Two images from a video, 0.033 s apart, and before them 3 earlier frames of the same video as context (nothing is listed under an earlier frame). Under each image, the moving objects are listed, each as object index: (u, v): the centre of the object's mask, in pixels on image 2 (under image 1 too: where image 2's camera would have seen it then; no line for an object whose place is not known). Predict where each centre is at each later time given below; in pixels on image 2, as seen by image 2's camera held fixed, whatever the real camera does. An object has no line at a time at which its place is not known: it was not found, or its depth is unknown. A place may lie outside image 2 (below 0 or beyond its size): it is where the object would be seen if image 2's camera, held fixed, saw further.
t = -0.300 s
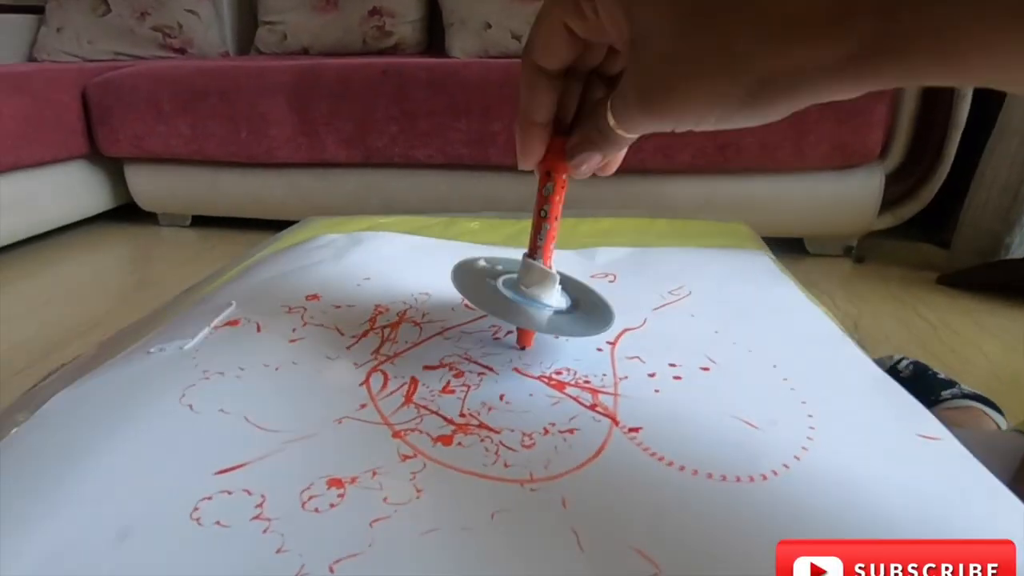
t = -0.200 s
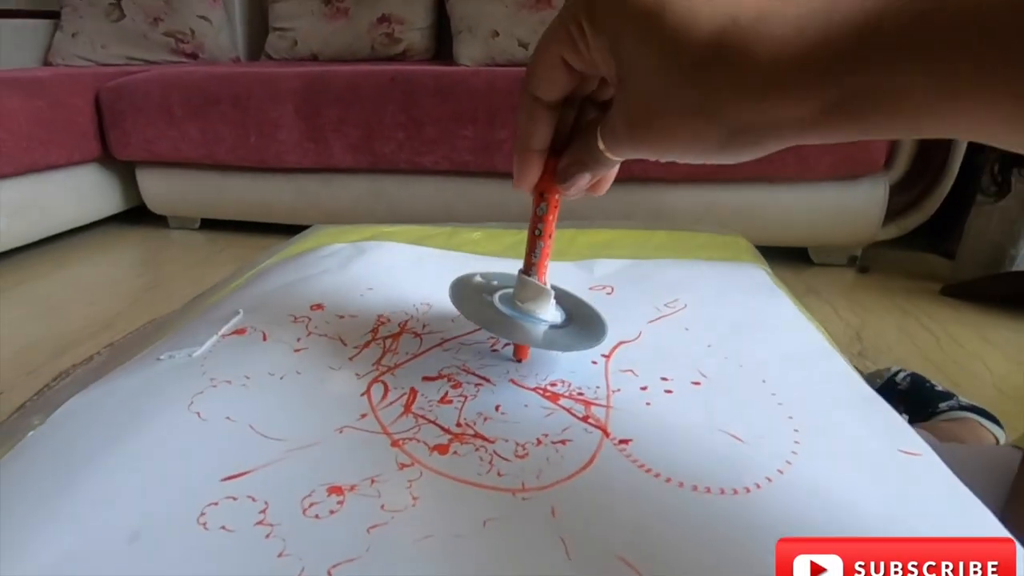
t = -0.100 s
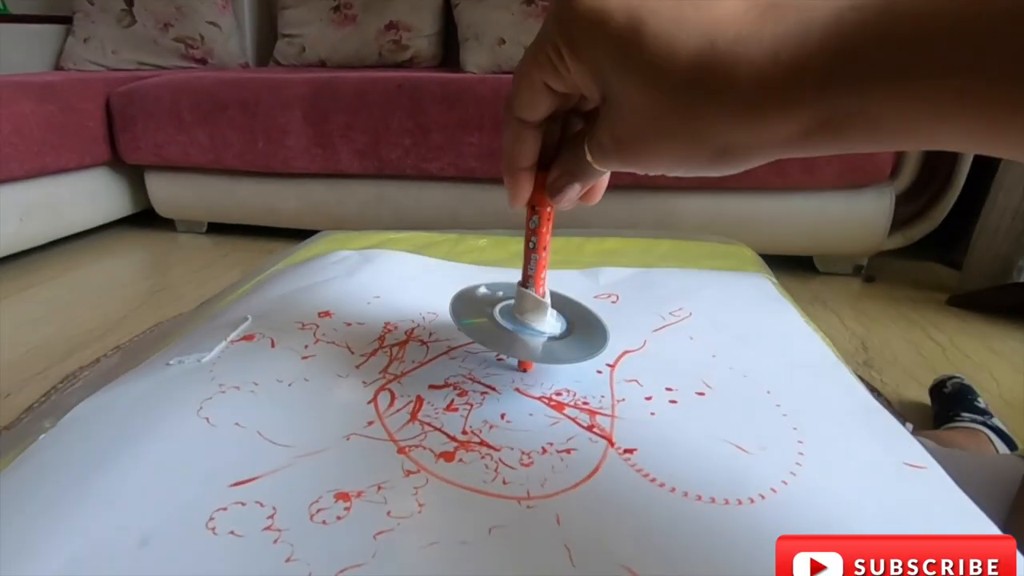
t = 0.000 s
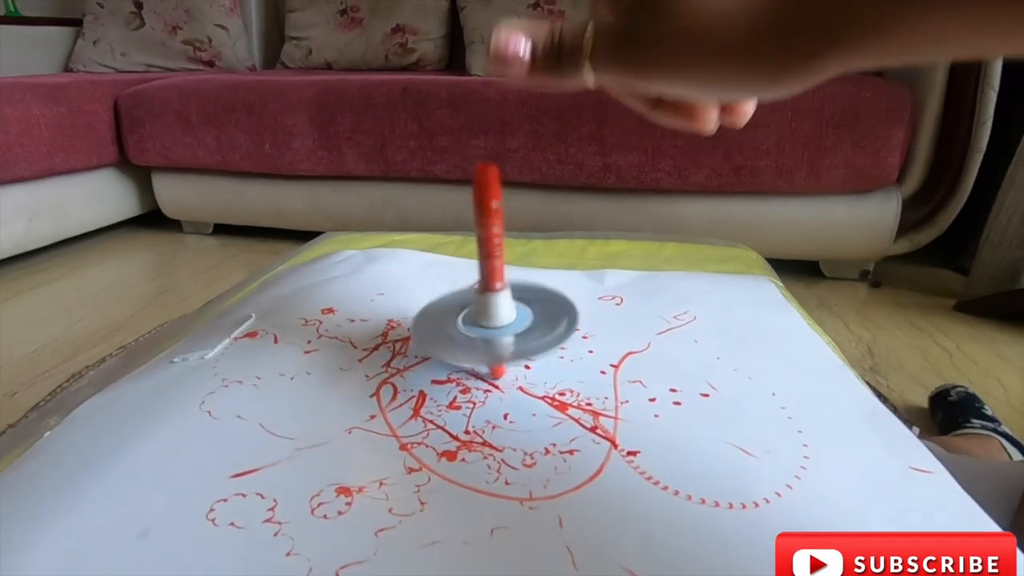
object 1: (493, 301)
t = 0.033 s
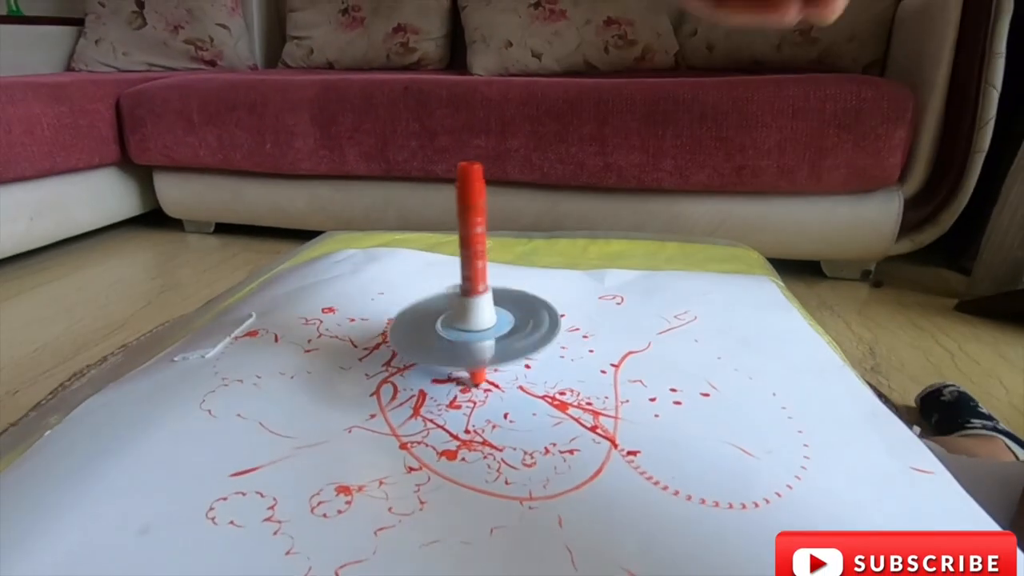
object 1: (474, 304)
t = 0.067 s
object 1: (469, 307)
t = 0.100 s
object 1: (469, 313)
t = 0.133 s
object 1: (469, 319)
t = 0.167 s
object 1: (469, 323)
